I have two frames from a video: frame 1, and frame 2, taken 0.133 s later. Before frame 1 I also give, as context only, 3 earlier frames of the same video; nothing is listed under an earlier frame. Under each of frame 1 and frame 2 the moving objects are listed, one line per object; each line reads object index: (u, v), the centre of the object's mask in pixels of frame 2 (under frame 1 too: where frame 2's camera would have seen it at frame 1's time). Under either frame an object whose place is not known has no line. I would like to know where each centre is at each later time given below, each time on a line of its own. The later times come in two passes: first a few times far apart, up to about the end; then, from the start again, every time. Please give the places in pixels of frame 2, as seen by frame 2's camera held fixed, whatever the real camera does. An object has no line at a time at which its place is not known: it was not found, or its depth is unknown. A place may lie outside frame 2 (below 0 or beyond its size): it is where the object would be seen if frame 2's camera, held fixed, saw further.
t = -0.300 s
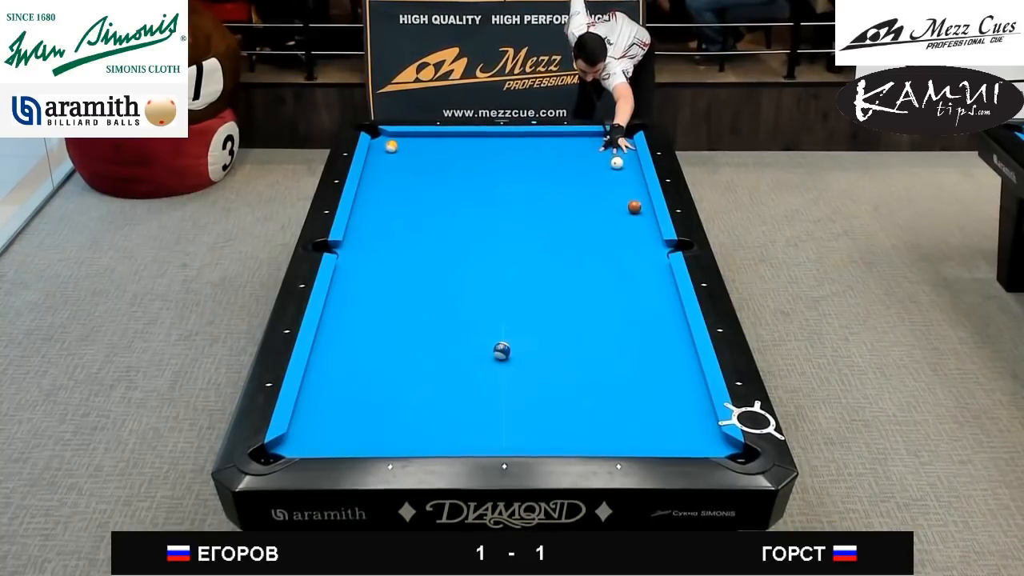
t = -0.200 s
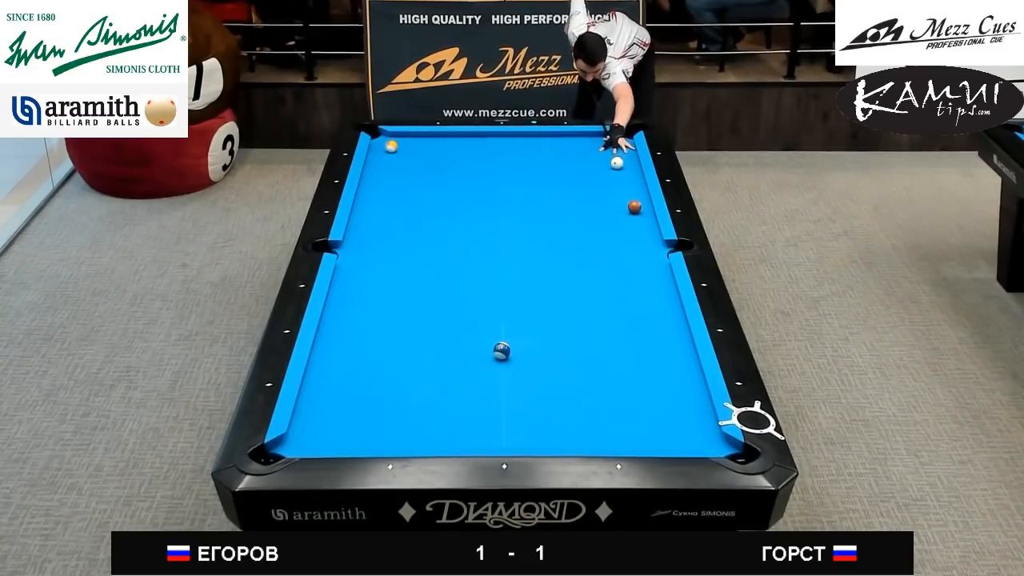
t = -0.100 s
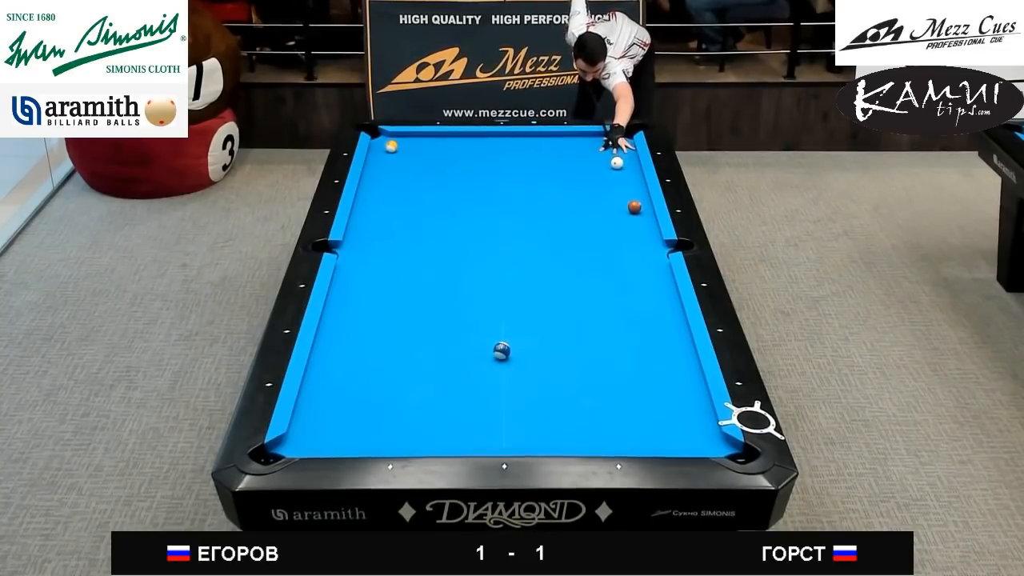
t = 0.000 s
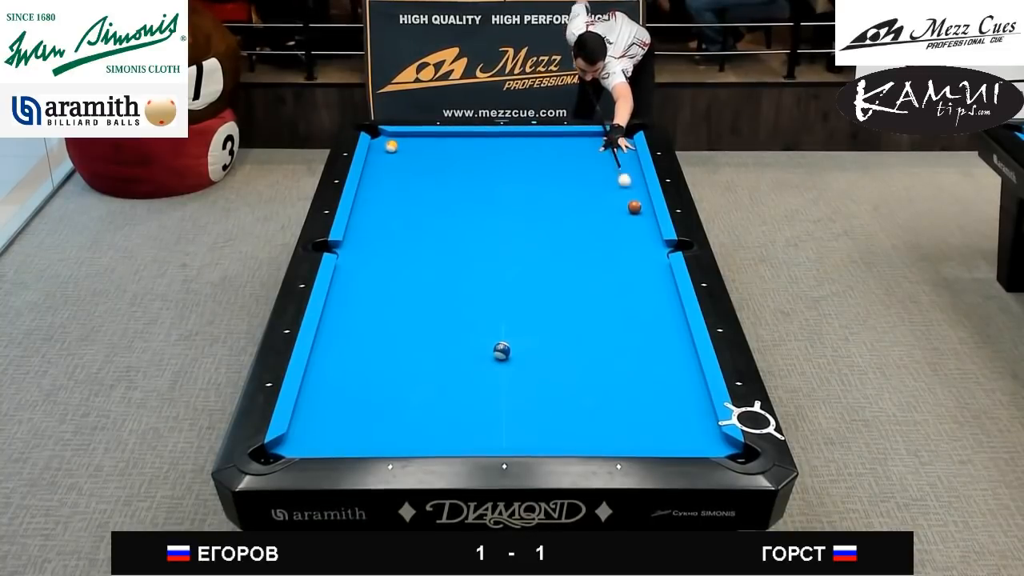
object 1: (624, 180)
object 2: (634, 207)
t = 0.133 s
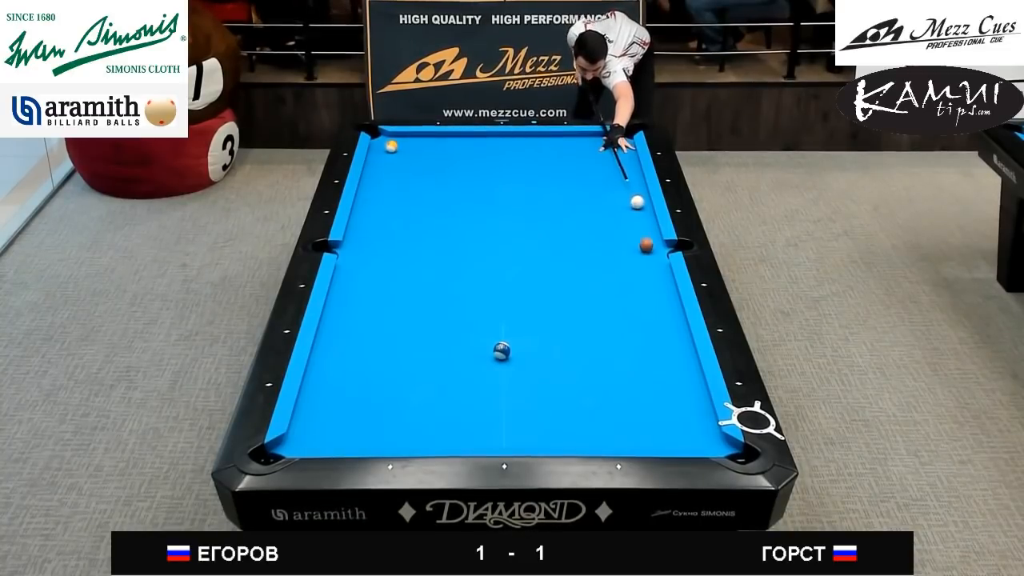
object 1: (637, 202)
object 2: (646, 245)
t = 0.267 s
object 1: (645, 207)
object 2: (667, 314)
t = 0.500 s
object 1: (645, 223)
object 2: (721, 446)
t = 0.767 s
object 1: (647, 253)
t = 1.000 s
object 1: (650, 282)
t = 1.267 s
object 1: (653, 318)
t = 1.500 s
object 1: (657, 352)
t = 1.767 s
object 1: (661, 396)
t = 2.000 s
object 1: (664, 437)
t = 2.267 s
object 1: (647, 419)
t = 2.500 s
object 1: (632, 397)
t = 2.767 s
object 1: (617, 375)
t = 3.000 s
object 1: (604, 358)
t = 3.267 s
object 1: (591, 339)
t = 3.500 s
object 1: (581, 325)
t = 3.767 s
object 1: (570, 310)
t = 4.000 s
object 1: (562, 299)
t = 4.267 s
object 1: (553, 287)
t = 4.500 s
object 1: (545, 277)
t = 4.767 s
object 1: (538, 267)
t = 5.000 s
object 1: (532, 259)
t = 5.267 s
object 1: (525, 251)
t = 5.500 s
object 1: (520, 244)
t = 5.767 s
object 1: (515, 238)
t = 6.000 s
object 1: (511, 232)
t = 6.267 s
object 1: (507, 227)
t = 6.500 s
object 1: (504, 223)
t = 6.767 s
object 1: (501, 219)
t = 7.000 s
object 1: (499, 216)
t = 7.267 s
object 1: (497, 213)
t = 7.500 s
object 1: (495, 211)
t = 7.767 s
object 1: (493, 209)
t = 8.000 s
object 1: (492, 208)
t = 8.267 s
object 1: (492, 208)
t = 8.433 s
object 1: (492, 207)
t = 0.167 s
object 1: (639, 203)
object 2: (651, 262)
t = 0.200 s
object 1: (641, 204)
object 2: (656, 278)
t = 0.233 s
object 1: (642, 205)
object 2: (662, 296)
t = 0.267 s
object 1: (645, 207)
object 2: (667, 314)
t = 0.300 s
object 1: (646, 209)
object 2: (673, 332)
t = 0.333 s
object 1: (647, 211)
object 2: (679, 352)
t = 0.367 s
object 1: (646, 212)
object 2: (685, 372)
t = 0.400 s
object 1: (646, 215)
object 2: (692, 394)
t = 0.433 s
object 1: (645, 217)
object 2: (699, 416)
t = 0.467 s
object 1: (645, 220)
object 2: (707, 438)
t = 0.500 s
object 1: (645, 223)
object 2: (721, 446)
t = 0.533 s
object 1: (645, 226)
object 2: (731, 448)
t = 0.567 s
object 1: (645, 230)
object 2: (732, 454)
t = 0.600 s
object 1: (646, 233)
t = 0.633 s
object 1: (646, 237)
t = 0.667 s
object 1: (646, 241)
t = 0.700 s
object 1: (647, 245)
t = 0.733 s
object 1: (647, 249)
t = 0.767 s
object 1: (647, 253)
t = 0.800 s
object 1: (648, 257)
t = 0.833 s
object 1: (649, 261)
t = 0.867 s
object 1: (649, 265)
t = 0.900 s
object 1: (649, 269)
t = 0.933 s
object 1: (650, 273)
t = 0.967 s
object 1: (650, 278)
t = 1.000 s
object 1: (650, 282)
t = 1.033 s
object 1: (651, 286)
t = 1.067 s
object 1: (651, 291)
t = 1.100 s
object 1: (652, 295)
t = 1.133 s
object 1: (652, 299)
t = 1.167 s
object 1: (652, 304)
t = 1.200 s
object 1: (653, 309)
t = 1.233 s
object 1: (653, 313)
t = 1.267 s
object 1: (653, 318)
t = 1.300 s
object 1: (654, 323)
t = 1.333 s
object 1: (654, 328)
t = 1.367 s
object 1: (655, 332)
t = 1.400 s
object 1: (655, 337)
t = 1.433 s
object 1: (656, 342)
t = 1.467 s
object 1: (656, 347)
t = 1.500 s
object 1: (657, 352)
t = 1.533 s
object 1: (657, 358)
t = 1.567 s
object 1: (658, 363)
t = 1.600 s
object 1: (658, 368)
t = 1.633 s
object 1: (659, 374)
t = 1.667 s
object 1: (659, 379)
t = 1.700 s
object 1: (660, 385)
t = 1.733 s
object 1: (660, 390)
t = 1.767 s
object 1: (661, 396)
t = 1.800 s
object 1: (661, 402)
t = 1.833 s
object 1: (662, 408)
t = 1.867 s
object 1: (662, 414)
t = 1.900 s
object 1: (663, 420)
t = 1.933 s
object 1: (663, 425)
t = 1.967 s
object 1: (663, 432)
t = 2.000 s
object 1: (664, 437)
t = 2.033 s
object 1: (665, 441)
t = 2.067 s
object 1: (662, 439)
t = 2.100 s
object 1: (659, 436)
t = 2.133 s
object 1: (657, 432)
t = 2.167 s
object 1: (654, 429)
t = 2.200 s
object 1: (652, 426)
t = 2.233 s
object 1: (650, 422)
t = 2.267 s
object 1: (647, 419)
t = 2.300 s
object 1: (645, 416)
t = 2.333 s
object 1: (643, 413)
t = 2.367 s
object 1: (641, 410)
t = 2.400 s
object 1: (638, 406)
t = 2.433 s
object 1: (636, 403)
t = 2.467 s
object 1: (634, 400)
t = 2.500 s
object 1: (632, 397)
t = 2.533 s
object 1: (630, 394)
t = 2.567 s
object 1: (628, 391)
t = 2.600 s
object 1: (626, 389)
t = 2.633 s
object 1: (624, 386)
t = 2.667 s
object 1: (622, 383)
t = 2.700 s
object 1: (620, 380)
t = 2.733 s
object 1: (618, 378)
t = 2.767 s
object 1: (617, 375)
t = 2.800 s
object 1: (614, 372)
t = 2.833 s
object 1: (613, 370)
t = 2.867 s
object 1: (611, 367)
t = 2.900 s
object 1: (609, 365)
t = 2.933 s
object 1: (607, 362)
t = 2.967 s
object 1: (606, 360)
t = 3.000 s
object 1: (604, 358)
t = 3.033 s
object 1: (602, 355)
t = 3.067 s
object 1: (601, 353)
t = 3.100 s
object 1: (599, 350)
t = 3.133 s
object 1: (598, 348)
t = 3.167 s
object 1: (596, 346)
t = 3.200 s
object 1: (594, 344)
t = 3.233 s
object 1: (593, 342)
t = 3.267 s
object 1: (591, 339)
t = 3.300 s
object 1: (589, 337)
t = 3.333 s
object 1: (588, 335)
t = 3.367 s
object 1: (587, 333)
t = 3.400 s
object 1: (585, 331)
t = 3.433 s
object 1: (584, 329)
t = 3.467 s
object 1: (582, 327)
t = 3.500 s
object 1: (581, 325)
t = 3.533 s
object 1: (579, 323)
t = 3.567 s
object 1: (578, 321)
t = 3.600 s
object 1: (577, 319)
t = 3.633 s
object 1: (575, 317)
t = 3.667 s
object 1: (574, 316)
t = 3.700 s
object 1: (573, 314)
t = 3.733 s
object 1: (571, 312)
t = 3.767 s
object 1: (570, 310)
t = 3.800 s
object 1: (569, 309)
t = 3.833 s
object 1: (568, 307)
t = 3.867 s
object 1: (566, 305)
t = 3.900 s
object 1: (565, 304)
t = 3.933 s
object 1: (564, 302)
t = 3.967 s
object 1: (563, 300)
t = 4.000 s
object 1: (562, 299)
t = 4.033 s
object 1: (560, 297)
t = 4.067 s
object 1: (559, 295)
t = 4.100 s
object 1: (558, 294)
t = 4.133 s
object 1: (557, 292)
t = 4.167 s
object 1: (556, 291)
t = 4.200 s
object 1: (555, 290)
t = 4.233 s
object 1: (554, 288)
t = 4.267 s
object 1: (553, 287)
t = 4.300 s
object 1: (551, 285)
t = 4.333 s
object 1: (550, 283)
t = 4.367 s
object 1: (549, 282)
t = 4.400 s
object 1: (548, 281)
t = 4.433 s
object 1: (547, 279)
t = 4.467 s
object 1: (546, 278)
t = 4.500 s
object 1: (545, 277)
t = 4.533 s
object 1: (544, 276)
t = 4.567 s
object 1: (543, 274)
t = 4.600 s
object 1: (542, 273)
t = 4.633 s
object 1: (542, 272)
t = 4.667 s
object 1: (541, 271)
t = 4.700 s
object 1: (539, 269)
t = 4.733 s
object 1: (539, 268)
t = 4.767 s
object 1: (538, 267)
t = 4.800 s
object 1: (537, 266)
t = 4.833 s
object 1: (536, 264)
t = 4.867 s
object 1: (535, 263)
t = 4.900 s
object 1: (534, 262)
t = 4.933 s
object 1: (533, 261)
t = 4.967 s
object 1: (532, 260)
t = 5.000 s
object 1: (532, 259)
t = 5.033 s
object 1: (530, 257)
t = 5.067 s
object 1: (530, 257)
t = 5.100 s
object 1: (529, 256)
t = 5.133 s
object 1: (528, 255)
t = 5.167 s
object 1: (527, 254)
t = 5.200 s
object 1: (527, 253)
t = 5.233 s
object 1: (526, 252)
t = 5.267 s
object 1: (525, 251)
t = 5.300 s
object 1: (524, 250)
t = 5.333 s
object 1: (523, 249)
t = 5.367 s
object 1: (523, 248)
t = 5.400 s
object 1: (522, 247)
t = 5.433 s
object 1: (521, 246)
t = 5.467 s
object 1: (521, 245)
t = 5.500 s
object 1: (520, 244)
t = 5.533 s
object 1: (519, 243)
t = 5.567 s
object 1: (519, 242)
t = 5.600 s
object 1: (518, 242)
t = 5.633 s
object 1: (517, 241)
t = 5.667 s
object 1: (517, 240)
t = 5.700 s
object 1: (516, 239)
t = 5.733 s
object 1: (516, 239)
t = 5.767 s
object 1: (515, 238)
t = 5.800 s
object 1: (515, 237)
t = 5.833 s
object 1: (514, 236)
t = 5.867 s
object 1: (513, 235)
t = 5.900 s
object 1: (513, 235)
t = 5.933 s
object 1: (512, 234)
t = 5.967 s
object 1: (512, 233)
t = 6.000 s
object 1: (511, 232)
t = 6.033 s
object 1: (511, 232)
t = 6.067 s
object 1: (510, 231)
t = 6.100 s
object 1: (510, 230)
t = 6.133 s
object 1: (509, 230)
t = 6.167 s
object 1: (508, 229)
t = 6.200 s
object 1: (508, 228)
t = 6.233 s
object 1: (507, 228)
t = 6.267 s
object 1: (507, 227)
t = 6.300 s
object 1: (507, 227)
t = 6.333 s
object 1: (506, 226)
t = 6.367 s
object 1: (506, 225)
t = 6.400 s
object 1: (505, 225)
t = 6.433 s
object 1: (505, 224)
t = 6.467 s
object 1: (505, 223)
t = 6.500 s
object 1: (504, 223)
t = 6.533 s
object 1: (504, 222)
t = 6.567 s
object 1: (503, 222)
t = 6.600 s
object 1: (503, 222)
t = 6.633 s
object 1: (502, 221)
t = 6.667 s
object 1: (502, 220)
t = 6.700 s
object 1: (502, 220)
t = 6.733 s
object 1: (501, 219)
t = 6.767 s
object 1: (501, 219)
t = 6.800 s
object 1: (501, 218)
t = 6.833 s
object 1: (500, 218)
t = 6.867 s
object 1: (500, 218)
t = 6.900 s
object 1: (500, 217)
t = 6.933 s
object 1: (499, 217)
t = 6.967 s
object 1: (499, 216)
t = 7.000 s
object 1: (499, 216)
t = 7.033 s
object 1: (498, 216)
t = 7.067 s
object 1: (498, 215)
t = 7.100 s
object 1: (498, 215)
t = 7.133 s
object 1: (498, 214)
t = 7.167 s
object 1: (497, 214)
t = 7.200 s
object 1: (497, 214)
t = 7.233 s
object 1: (497, 213)
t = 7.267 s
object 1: (497, 213)
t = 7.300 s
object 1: (496, 213)
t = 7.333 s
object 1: (496, 212)
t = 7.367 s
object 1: (496, 212)
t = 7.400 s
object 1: (496, 212)
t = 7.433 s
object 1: (495, 212)
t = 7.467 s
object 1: (495, 211)
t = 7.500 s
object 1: (495, 211)
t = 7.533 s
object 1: (494, 211)
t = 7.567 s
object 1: (494, 211)
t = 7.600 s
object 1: (494, 210)
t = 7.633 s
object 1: (494, 210)
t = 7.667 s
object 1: (494, 210)
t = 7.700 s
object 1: (493, 209)
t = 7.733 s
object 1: (493, 209)
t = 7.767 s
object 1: (493, 209)
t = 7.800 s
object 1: (493, 209)
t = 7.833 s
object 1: (493, 209)
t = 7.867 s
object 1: (493, 209)
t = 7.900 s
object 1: (493, 209)
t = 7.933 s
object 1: (493, 208)
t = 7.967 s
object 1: (493, 208)
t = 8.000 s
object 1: (492, 208)
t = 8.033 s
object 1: (492, 208)
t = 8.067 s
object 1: (492, 208)
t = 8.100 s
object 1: (492, 208)
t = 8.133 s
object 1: (492, 208)
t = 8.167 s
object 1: (492, 208)
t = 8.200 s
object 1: (492, 208)
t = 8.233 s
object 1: (492, 208)
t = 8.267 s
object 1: (492, 208)
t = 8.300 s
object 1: (492, 207)
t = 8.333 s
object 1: (492, 207)
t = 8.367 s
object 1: (492, 207)
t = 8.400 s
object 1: (492, 207)
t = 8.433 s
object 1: (492, 207)
